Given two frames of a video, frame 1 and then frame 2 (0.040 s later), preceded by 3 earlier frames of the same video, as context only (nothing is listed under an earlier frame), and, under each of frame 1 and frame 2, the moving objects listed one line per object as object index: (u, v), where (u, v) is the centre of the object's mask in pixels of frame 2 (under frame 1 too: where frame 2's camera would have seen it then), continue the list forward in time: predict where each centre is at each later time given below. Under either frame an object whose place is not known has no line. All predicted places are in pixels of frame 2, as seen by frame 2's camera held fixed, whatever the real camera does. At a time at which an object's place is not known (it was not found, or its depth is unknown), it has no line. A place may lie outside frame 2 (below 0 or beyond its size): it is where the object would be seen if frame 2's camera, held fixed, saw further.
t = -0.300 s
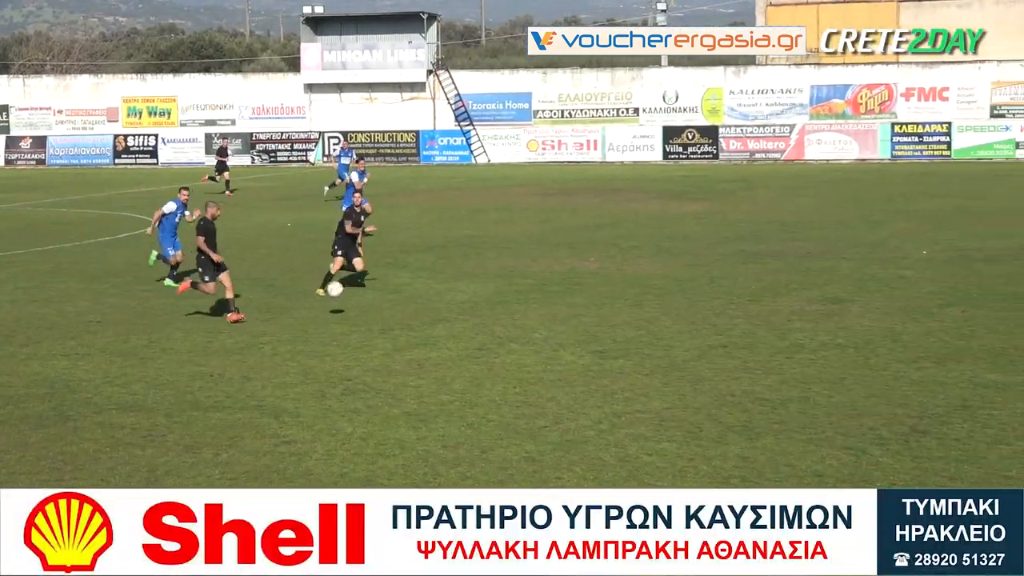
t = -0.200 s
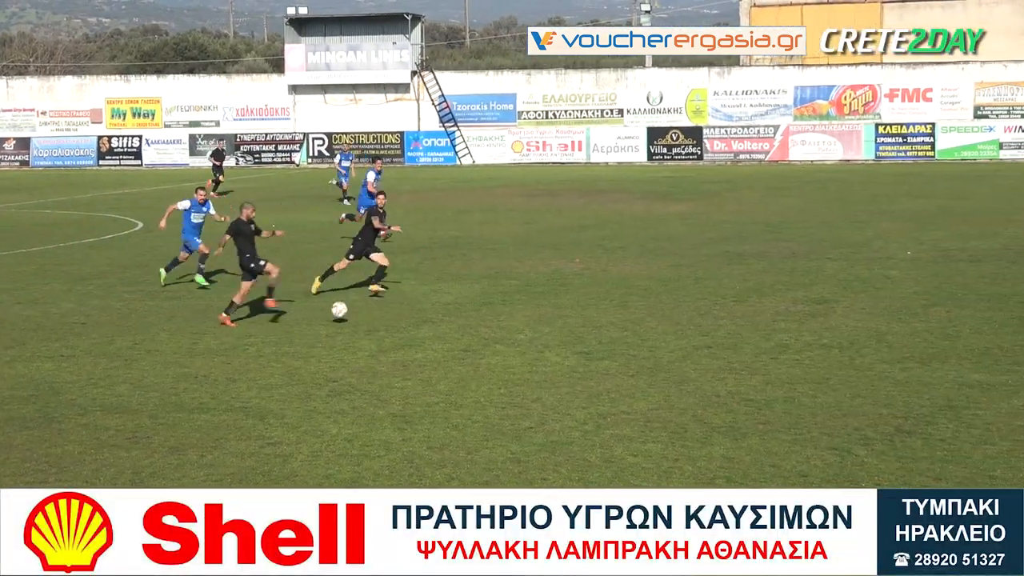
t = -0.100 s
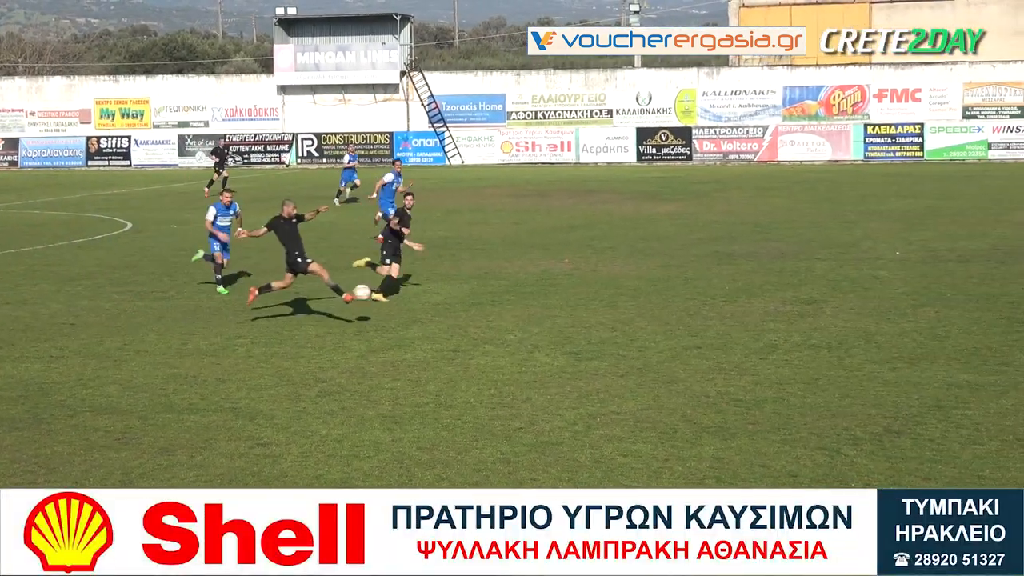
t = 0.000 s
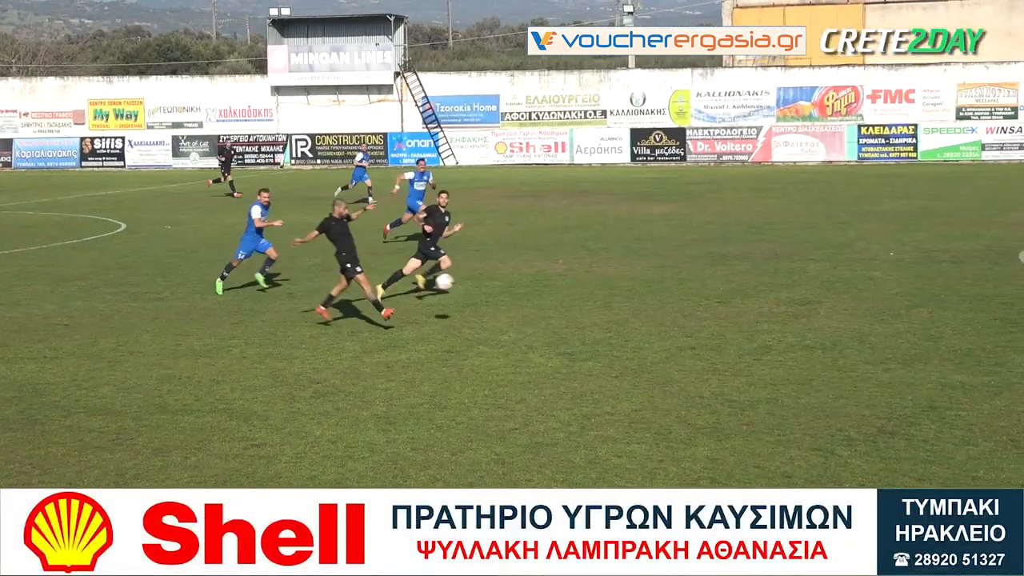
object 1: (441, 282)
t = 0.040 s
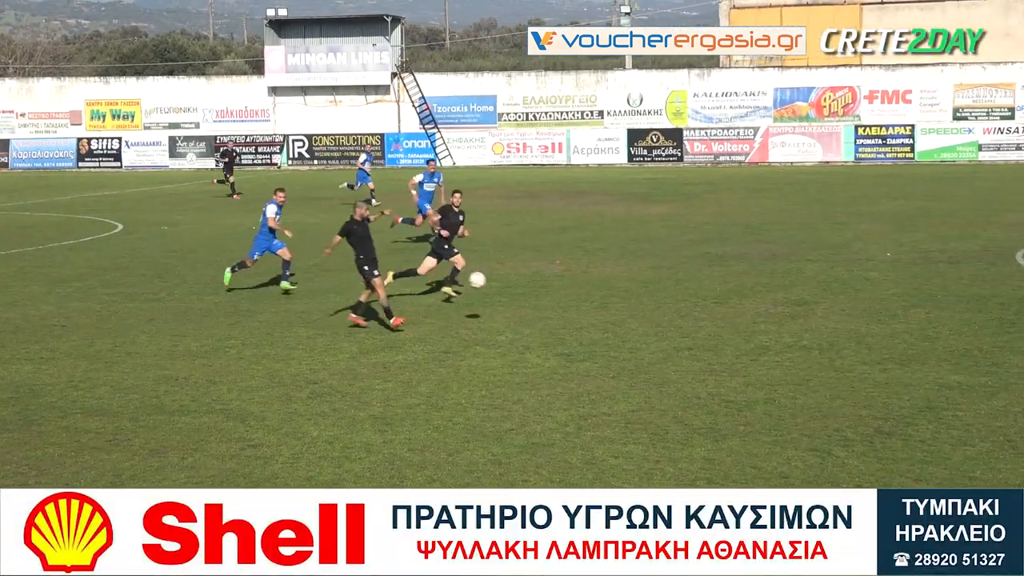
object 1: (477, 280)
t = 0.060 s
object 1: (495, 279)
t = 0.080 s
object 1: (512, 279)
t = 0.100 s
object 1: (530, 279)
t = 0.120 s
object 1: (548, 279)
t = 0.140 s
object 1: (565, 280)
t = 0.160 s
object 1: (583, 280)
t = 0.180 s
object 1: (601, 281)
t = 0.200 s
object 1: (618, 283)
